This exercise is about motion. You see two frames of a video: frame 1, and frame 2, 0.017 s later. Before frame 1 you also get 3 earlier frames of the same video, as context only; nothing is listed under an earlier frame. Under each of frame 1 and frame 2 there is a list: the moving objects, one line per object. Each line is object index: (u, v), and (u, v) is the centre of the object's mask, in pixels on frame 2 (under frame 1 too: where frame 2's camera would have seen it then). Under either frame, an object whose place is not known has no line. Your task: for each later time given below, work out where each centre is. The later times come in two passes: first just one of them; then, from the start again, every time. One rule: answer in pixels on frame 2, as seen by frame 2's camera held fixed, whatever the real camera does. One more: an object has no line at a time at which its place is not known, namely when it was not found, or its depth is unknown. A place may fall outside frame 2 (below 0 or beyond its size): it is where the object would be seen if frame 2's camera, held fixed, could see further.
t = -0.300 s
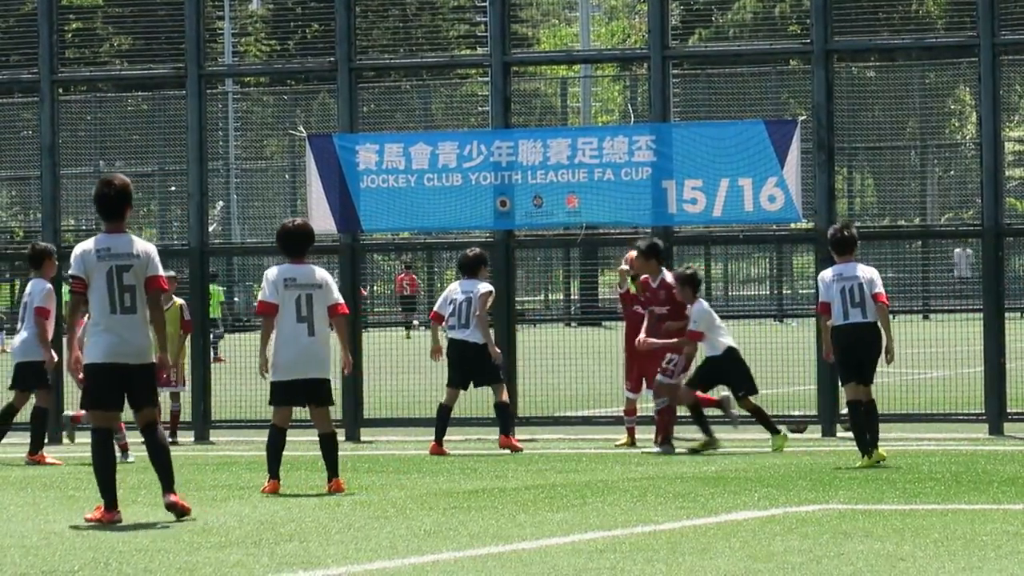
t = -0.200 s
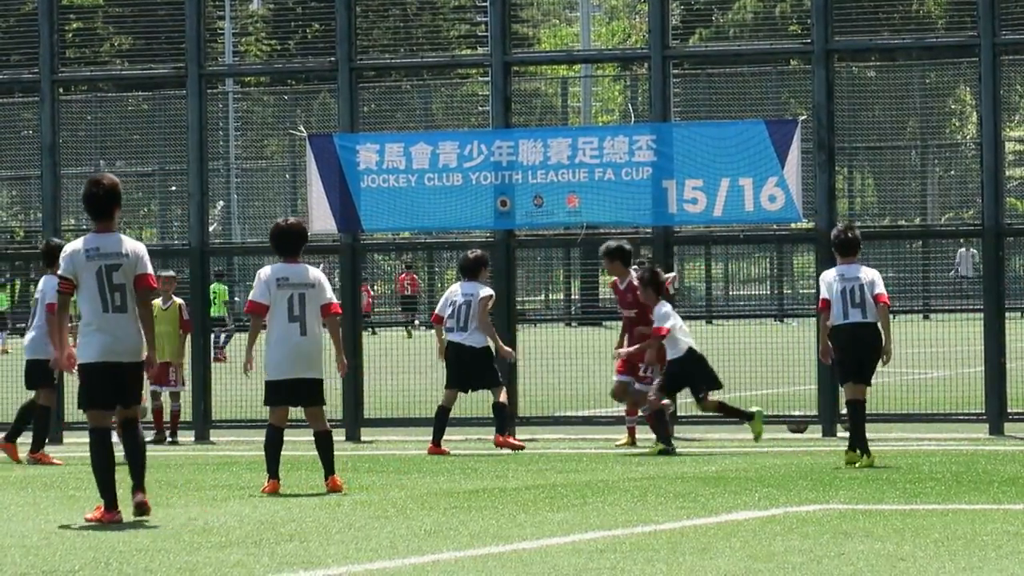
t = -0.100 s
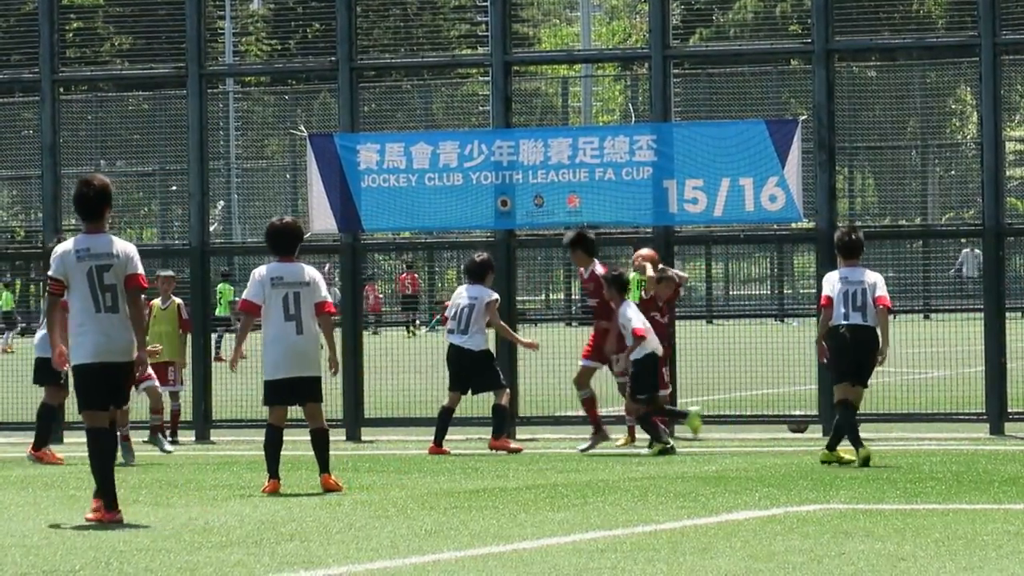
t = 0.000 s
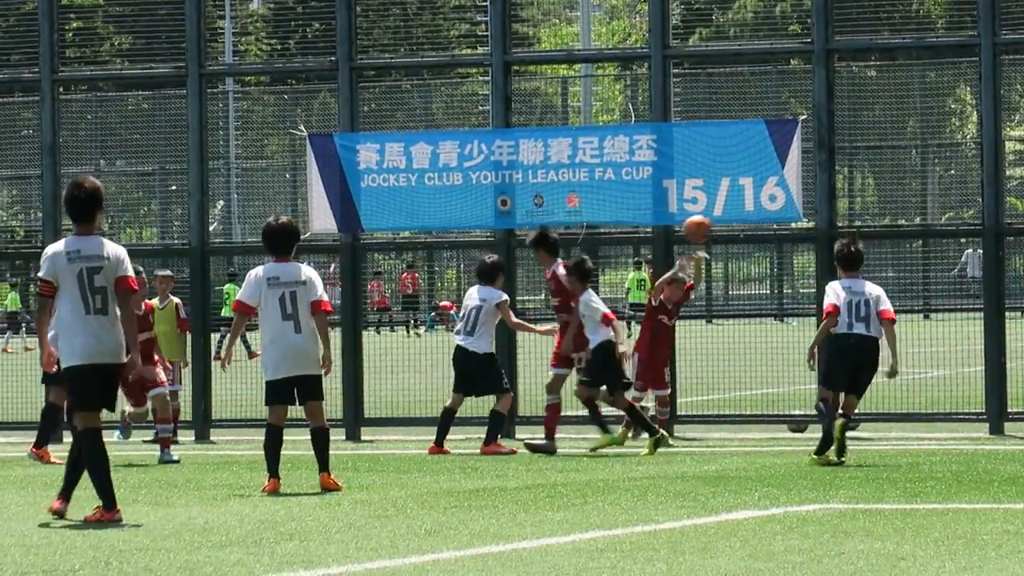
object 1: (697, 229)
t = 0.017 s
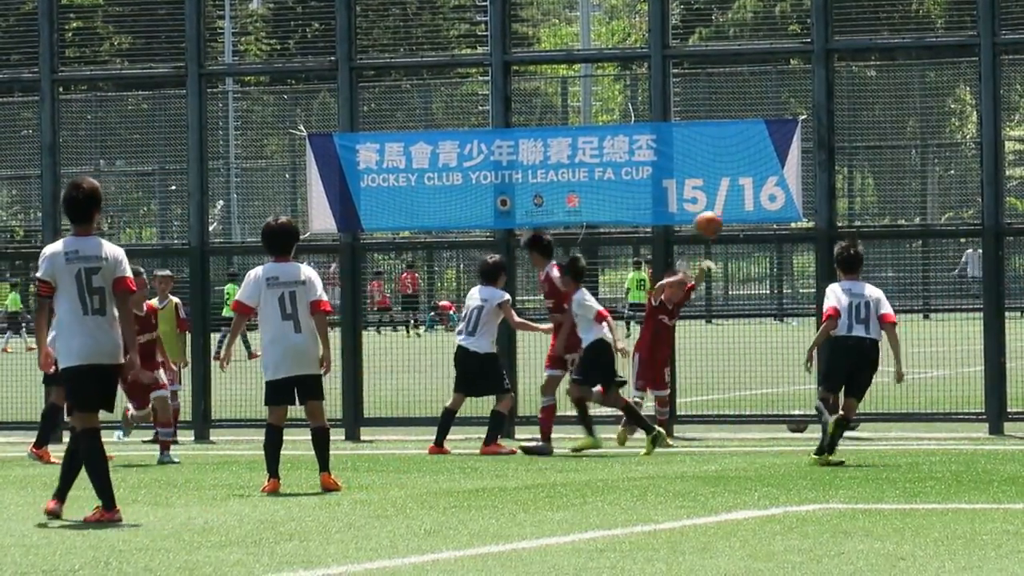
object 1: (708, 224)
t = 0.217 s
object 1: (845, 205)
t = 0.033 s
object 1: (719, 220)
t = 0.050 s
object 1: (730, 217)
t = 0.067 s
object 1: (742, 215)
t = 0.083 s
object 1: (753, 212)
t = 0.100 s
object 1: (765, 210)
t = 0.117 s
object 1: (776, 208)
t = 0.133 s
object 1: (787, 207)
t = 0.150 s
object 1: (800, 206)
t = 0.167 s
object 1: (811, 204)
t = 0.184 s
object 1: (822, 204)
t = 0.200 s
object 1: (833, 204)
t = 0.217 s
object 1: (845, 205)
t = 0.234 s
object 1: (858, 205)
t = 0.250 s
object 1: (868, 207)
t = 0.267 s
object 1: (881, 208)
